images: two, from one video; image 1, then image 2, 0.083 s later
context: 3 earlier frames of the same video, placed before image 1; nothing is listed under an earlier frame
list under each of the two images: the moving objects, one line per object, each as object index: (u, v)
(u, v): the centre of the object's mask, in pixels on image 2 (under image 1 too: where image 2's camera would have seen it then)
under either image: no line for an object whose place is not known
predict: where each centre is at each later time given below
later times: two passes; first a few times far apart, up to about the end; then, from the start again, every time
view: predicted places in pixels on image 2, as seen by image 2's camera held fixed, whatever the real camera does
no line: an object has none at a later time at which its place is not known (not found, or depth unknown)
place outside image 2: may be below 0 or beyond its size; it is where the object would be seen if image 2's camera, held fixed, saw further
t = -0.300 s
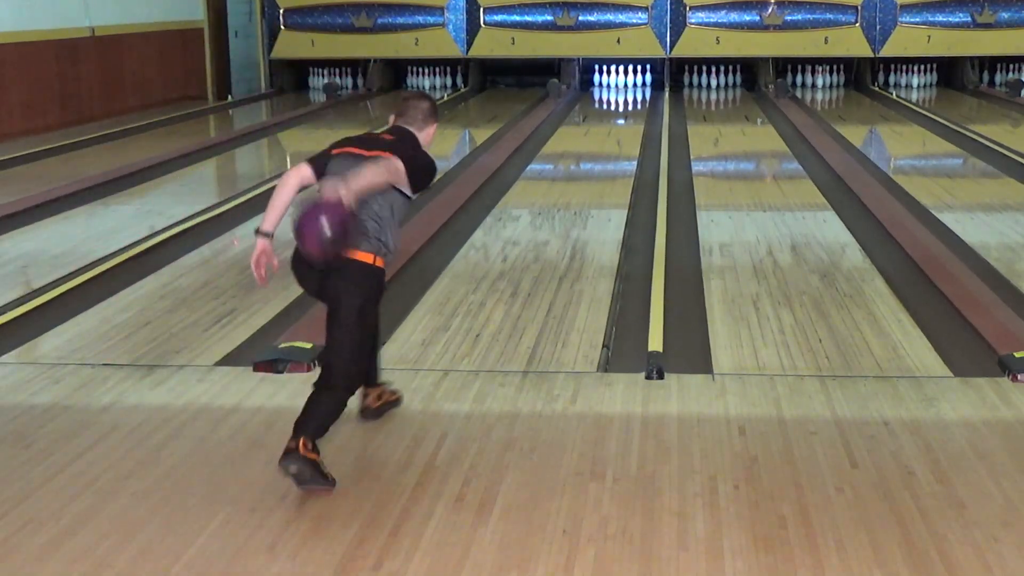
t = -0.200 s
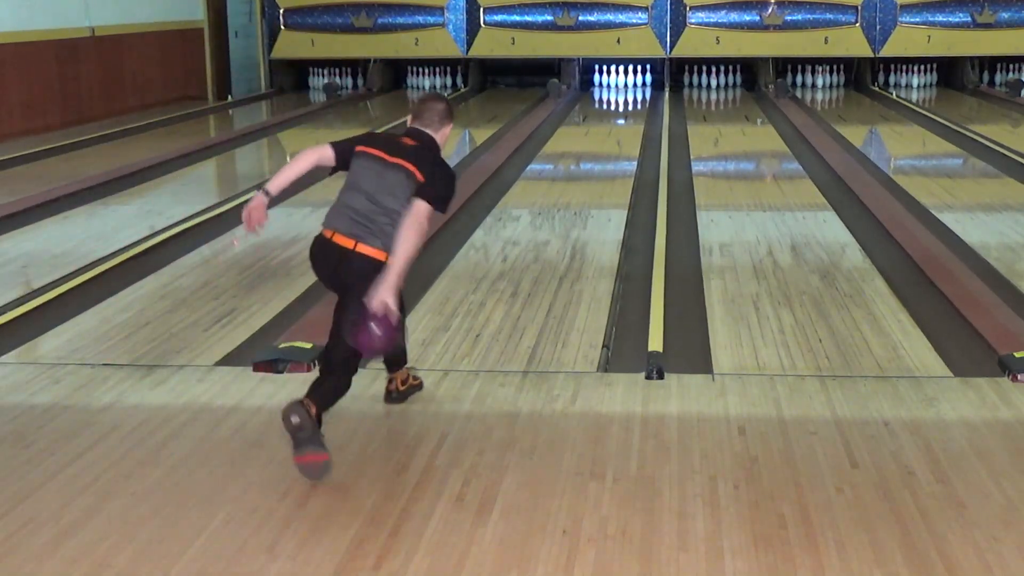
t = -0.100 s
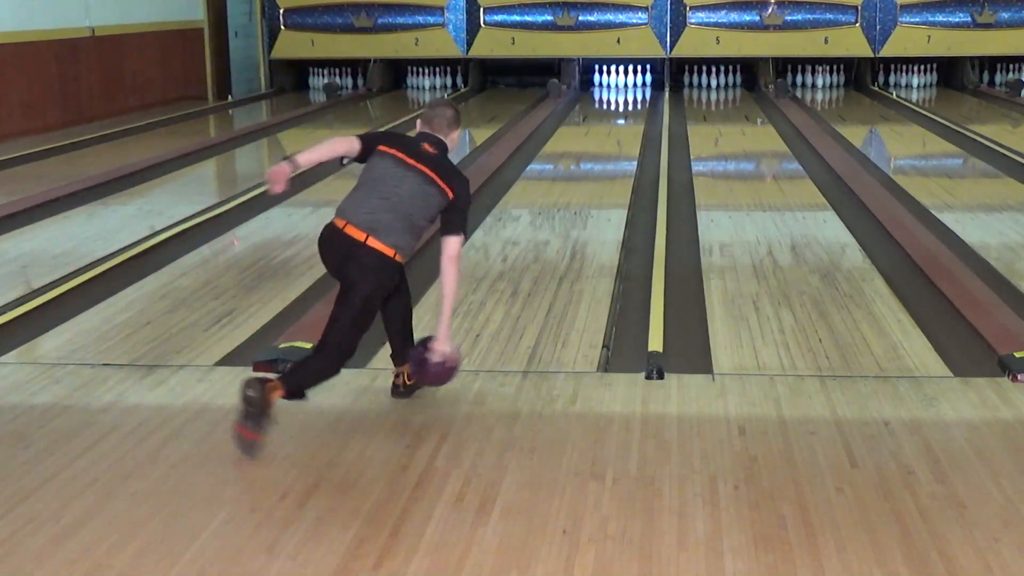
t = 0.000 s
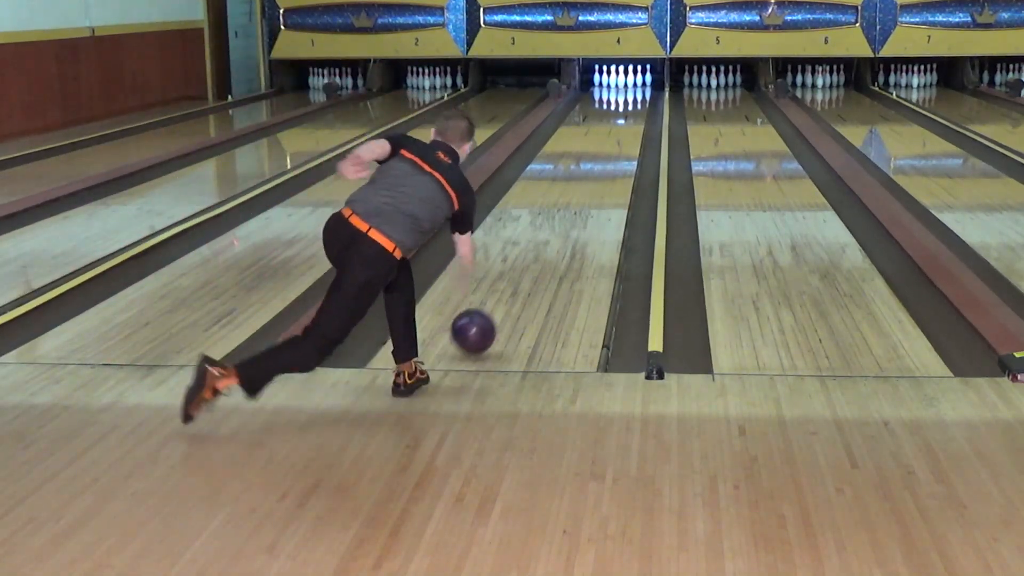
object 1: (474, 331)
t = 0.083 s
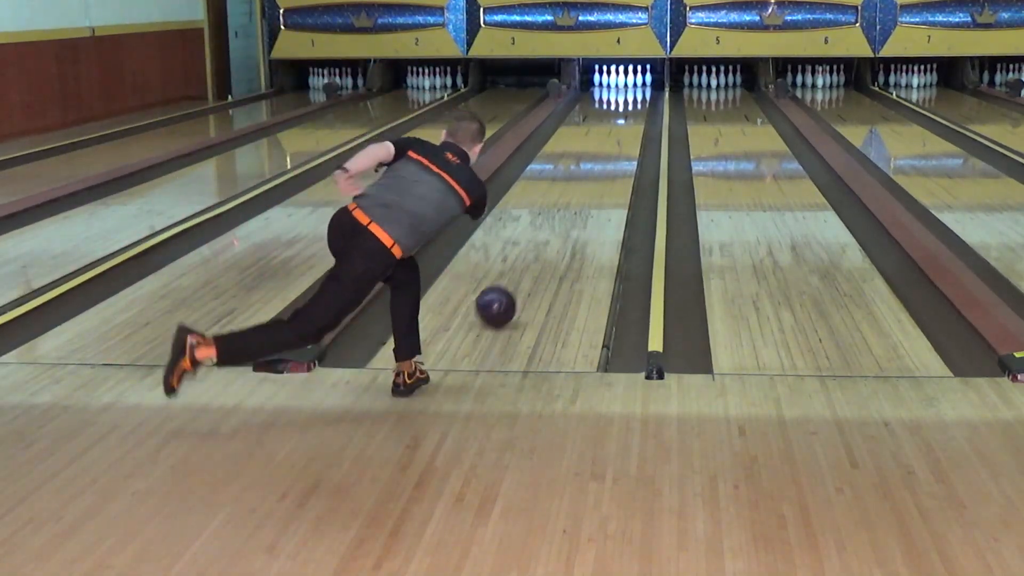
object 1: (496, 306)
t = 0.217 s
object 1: (524, 268)
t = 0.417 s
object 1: (556, 225)
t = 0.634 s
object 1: (580, 192)
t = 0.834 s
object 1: (597, 169)
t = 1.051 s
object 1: (610, 149)
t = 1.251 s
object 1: (619, 134)
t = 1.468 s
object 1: (628, 121)
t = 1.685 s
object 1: (633, 110)
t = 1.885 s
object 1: (636, 102)
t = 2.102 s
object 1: (636, 95)
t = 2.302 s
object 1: (631, 89)
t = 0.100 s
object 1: (500, 301)
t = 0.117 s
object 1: (503, 296)
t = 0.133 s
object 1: (507, 291)
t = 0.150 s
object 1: (511, 286)
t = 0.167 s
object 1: (514, 282)
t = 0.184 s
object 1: (518, 277)
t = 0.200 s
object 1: (521, 272)
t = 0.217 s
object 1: (524, 268)
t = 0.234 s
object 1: (527, 264)
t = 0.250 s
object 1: (530, 260)
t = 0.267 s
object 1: (533, 256)
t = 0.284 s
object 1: (536, 252)
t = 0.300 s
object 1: (539, 248)
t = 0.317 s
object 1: (541, 245)
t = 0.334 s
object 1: (544, 241)
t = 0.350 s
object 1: (546, 238)
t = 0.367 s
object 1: (549, 234)
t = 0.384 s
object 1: (551, 231)
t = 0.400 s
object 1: (554, 228)
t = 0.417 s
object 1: (556, 225)
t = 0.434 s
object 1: (558, 222)
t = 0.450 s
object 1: (560, 219)
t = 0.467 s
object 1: (562, 216)
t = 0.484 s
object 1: (564, 213)
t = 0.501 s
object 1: (566, 211)
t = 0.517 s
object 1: (568, 208)
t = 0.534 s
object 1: (570, 206)
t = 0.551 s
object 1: (571, 203)
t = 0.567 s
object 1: (573, 201)
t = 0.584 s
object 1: (575, 199)
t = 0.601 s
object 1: (577, 196)
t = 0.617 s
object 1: (578, 194)
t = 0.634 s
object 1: (580, 192)
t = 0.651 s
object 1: (581, 190)
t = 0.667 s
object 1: (583, 187)
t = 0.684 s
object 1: (584, 186)
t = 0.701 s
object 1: (586, 183)
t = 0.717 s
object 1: (587, 182)
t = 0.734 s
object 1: (589, 180)
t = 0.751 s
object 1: (590, 178)
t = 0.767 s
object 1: (591, 176)
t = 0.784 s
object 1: (593, 174)
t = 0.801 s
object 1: (594, 172)
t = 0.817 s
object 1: (595, 171)
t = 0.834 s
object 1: (597, 169)
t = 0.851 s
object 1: (598, 167)
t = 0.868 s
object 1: (599, 165)
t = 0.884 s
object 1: (600, 164)
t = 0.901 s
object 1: (601, 162)
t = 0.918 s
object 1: (602, 161)
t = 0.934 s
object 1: (603, 159)
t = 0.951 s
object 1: (604, 157)
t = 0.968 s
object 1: (605, 156)
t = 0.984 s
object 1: (606, 154)
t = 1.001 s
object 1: (607, 153)
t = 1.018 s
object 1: (608, 152)
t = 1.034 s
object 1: (609, 150)
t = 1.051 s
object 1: (610, 149)
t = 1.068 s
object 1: (611, 148)
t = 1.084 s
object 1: (612, 146)
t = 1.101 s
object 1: (613, 145)
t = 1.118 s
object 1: (614, 144)
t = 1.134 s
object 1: (614, 142)
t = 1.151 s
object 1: (615, 141)
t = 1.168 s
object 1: (616, 140)
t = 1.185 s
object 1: (617, 139)
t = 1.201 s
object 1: (617, 138)
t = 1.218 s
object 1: (618, 136)
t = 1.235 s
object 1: (619, 135)
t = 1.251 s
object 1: (619, 134)
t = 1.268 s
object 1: (620, 133)
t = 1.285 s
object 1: (621, 132)
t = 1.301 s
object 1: (621, 131)
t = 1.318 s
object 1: (622, 130)
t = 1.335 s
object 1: (623, 129)
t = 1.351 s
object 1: (623, 128)
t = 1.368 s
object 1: (624, 127)
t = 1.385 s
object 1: (625, 126)
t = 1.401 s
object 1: (625, 125)
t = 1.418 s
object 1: (626, 124)
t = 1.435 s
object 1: (626, 123)
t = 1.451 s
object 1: (627, 122)
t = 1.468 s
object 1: (628, 121)
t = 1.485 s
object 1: (628, 120)
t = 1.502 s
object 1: (629, 119)
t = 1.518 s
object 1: (629, 119)
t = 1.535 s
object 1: (630, 118)
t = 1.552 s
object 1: (630, 117)
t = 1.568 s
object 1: (630, 116)
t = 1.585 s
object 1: (631, 115)
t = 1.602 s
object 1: (631, 114)
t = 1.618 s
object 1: (631, 114)
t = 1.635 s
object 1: (632, 113)
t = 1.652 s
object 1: (632, 112)
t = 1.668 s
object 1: (633, 111)
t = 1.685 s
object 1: (633, 110)
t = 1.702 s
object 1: (633, 109)
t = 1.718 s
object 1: (633, 109)
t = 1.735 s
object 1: (634, 108)
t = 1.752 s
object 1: (634, 107)
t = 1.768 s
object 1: (635, 107)
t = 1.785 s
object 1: (635, 106)
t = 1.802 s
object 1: (635, 105)
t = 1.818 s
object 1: (635, 105)
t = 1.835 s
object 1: (636, 104)
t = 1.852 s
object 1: (636, 103)
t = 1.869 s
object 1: (636, 103)
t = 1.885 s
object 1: (636, 102)
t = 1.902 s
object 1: (636, 101)
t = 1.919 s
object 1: (636, 101)
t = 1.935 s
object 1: (636, 100)
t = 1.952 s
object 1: (636, 100)
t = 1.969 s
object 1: (637, 99)
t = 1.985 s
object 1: (637, 99)
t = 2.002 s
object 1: (637, 98)
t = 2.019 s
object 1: (637, 97)
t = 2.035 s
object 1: (637, 97)
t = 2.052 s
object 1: (637, 96)
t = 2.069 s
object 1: (636, 96)
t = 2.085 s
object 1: (636, 95)
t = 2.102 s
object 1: (636, 95)
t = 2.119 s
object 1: (636, 94)
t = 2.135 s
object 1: (635, 94)
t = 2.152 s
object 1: (635, 93)
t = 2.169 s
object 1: (635, 93)
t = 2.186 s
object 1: (634, 92)
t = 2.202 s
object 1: (634, 92)
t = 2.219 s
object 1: (633, 92)
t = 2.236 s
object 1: (633, 91)
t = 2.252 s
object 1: (632, 91)
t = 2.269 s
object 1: (632, 90)
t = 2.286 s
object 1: (632, 90)
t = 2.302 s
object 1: (631, 89)
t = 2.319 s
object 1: (631, 89)
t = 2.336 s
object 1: (631, 89)
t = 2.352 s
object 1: (630, 88)
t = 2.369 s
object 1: (630, 88)
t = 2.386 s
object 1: (629, 87)
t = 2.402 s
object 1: (629, 87)
